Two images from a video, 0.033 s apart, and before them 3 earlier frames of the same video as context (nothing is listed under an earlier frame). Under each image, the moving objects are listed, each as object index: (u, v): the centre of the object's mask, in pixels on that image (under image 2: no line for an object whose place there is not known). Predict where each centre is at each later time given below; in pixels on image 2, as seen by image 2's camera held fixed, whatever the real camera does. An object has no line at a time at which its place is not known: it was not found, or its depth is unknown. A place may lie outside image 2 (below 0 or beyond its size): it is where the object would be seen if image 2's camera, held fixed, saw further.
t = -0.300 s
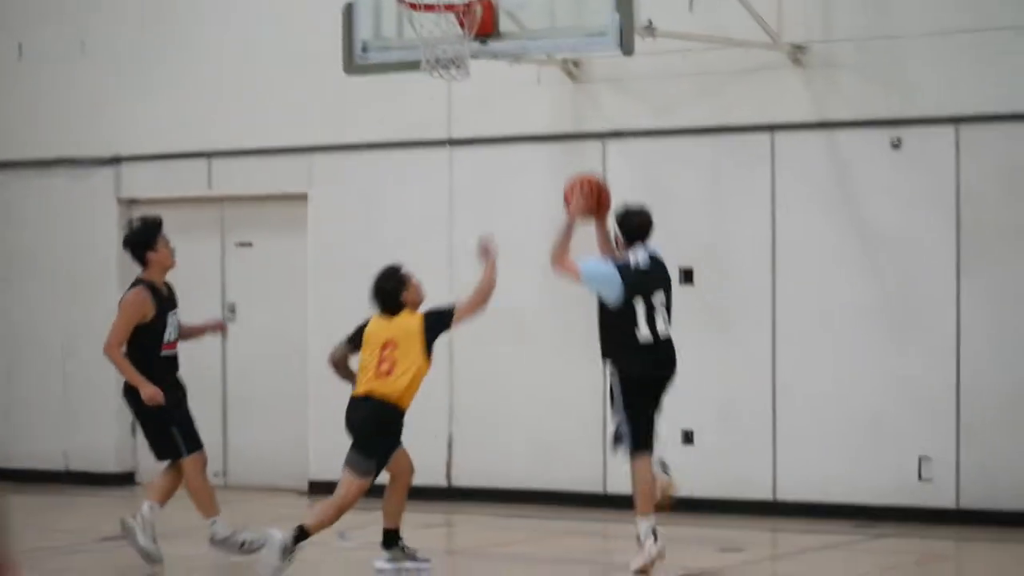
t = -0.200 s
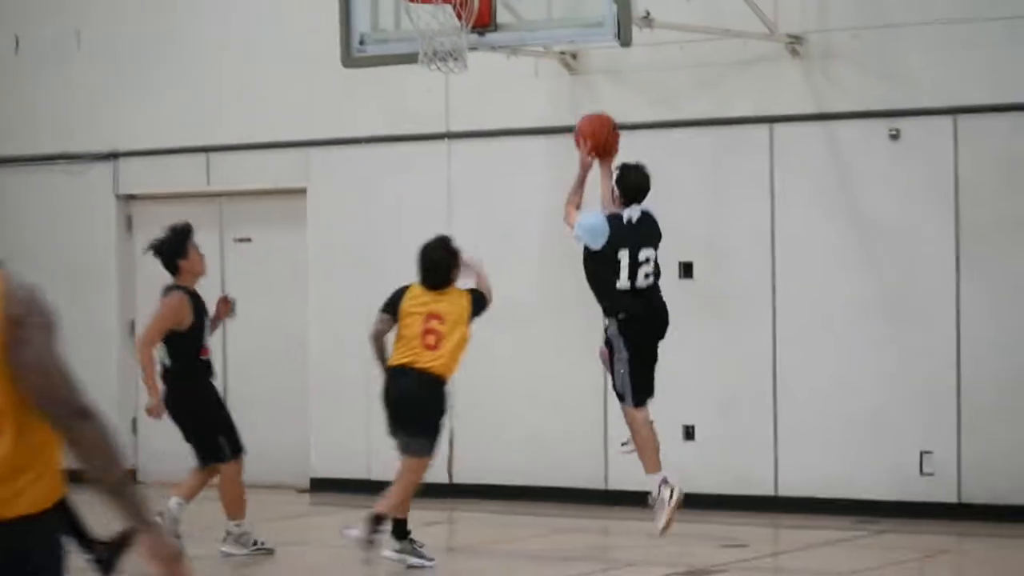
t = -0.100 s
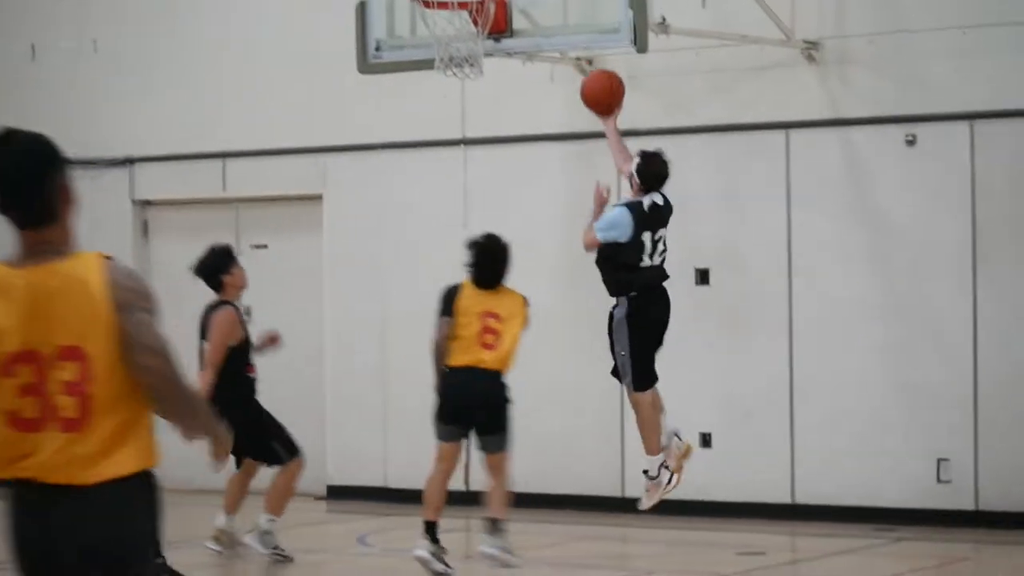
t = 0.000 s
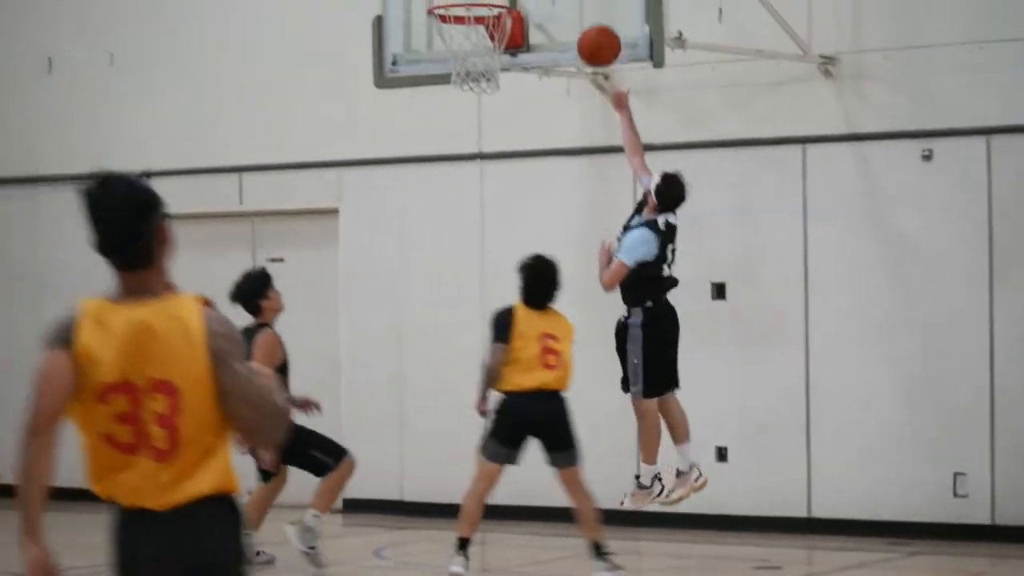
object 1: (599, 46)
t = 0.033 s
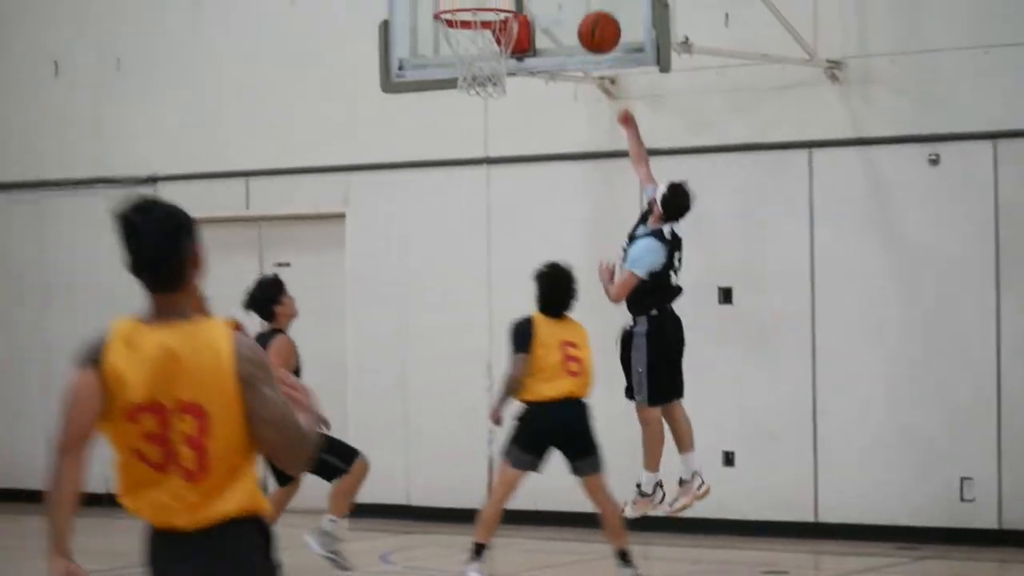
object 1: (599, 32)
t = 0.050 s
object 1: (596, 24)
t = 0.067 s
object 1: (592, 16)
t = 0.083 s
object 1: (589, 9)
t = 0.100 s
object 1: (586, 4)
